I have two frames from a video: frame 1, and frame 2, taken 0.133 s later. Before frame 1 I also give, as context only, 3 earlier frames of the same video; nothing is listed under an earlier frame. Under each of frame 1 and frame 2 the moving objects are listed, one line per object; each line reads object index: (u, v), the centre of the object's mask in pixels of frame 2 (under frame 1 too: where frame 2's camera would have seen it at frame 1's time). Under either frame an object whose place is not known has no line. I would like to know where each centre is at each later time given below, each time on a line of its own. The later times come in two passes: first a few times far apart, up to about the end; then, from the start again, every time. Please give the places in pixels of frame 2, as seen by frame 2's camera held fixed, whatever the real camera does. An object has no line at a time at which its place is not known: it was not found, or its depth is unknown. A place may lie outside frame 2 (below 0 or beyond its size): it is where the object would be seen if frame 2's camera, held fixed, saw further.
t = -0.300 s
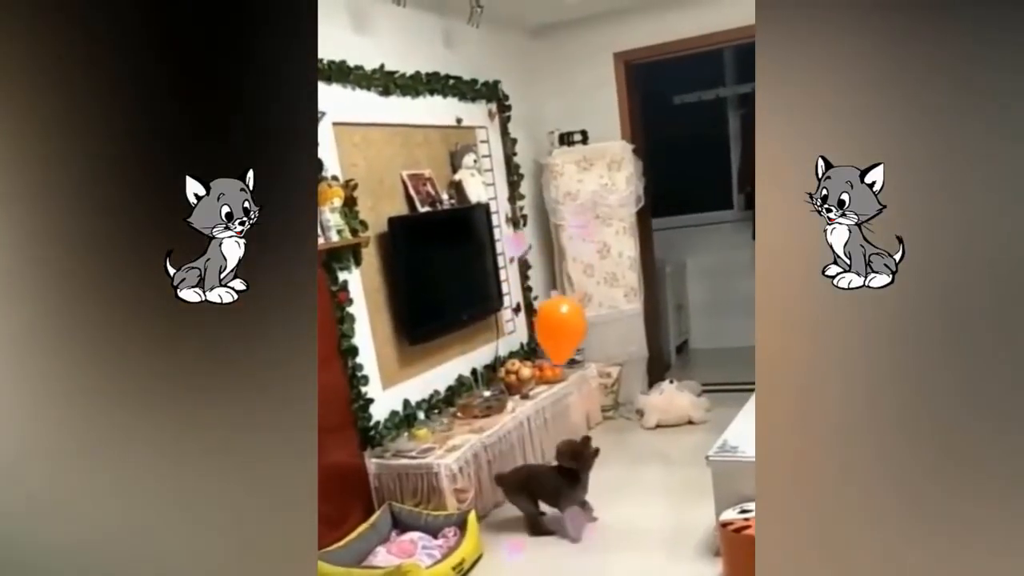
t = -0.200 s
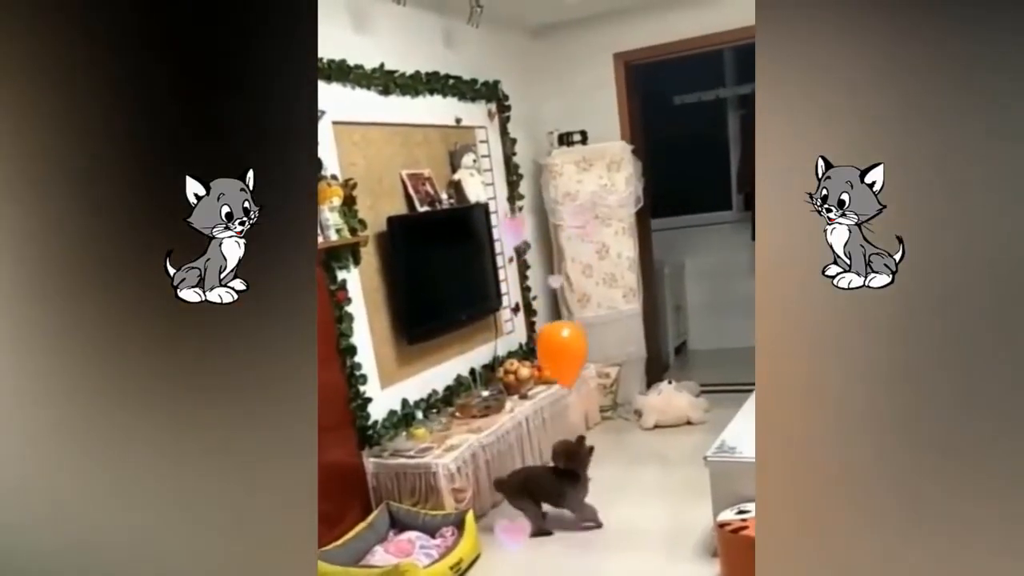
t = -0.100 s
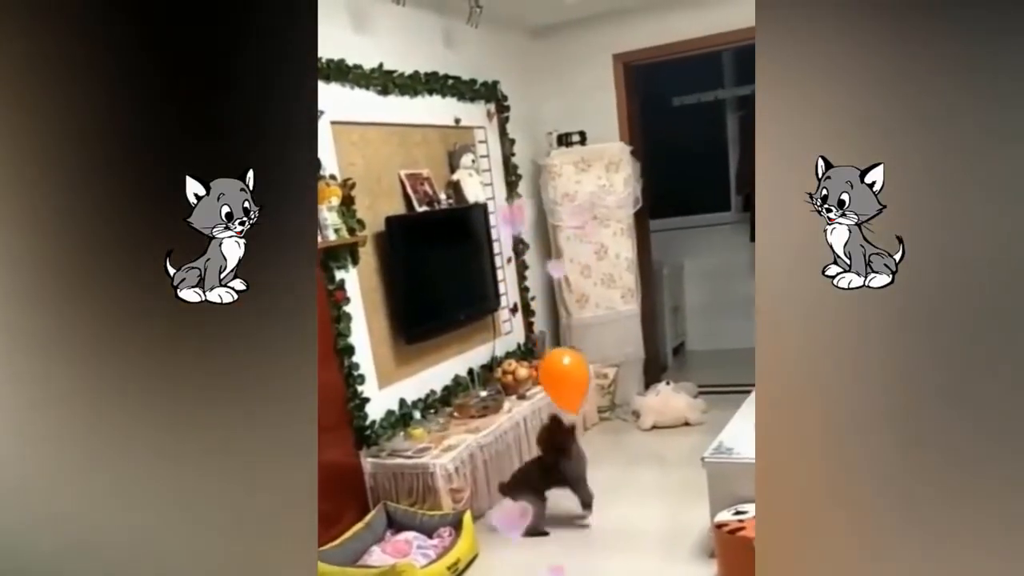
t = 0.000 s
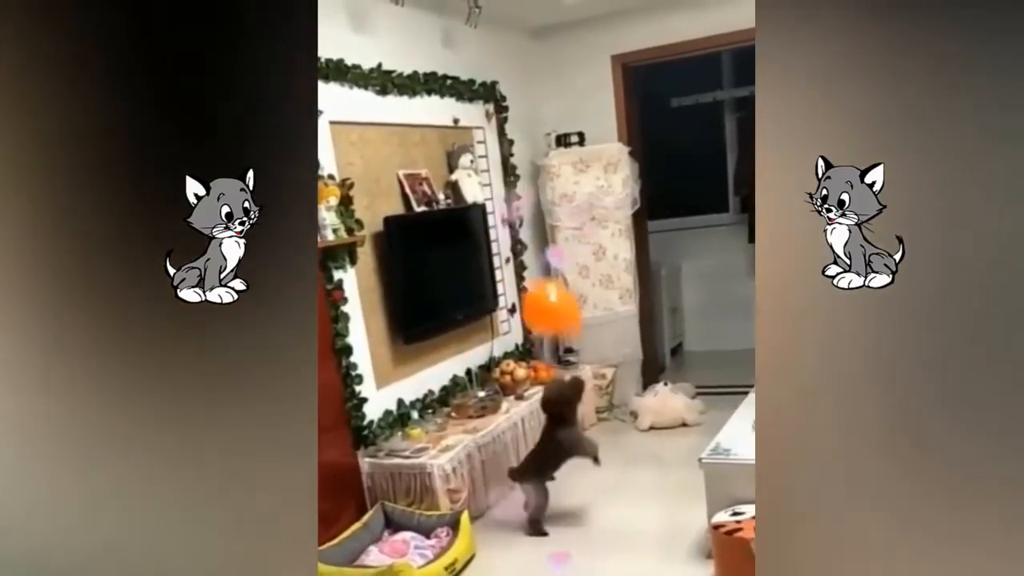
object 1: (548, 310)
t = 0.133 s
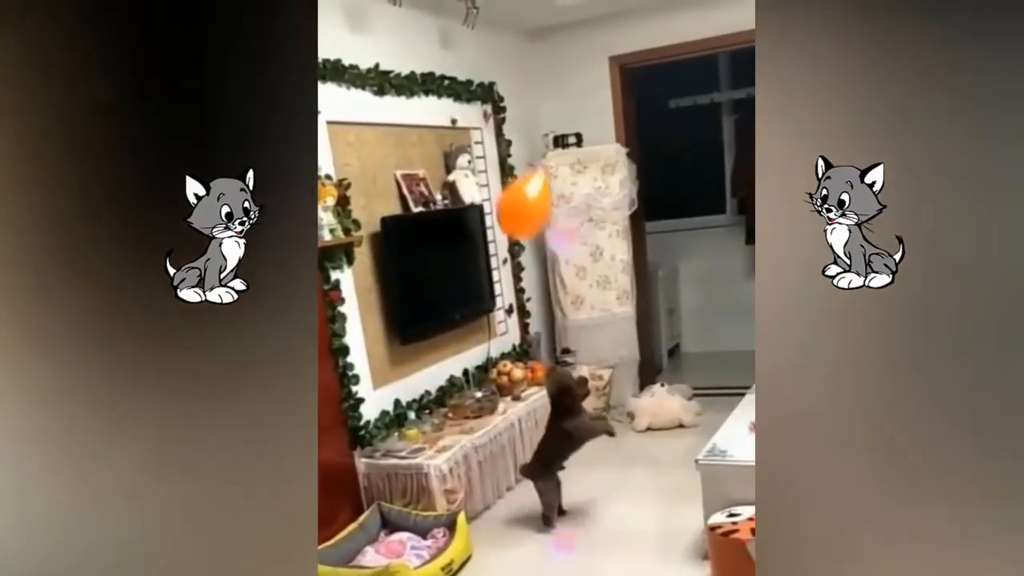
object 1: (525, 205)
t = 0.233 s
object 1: (512, 150)
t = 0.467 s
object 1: (478, 92)
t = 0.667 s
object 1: (459, 85)
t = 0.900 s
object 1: (449, 98)
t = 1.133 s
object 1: (446, 134)
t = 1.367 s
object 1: (446, 183)
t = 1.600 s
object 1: (446, 240)
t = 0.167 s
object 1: (520, 184)
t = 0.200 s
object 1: (516, 166)
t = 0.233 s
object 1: (512, 150)
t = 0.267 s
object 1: (507, 137)
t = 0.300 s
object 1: (502, 125)
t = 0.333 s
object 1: (496, 115)
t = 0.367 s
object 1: (491, 107)
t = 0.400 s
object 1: (487, 101)
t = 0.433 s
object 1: (483, 96)
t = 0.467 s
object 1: (478, 92)
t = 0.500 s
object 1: (474, 90)
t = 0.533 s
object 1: (471, 88)
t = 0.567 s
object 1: (467, 86)
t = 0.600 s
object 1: (464, 86)
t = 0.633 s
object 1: (462, 85)
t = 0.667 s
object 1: (459, 85)
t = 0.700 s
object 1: (457, 85)
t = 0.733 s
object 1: (454, 86)
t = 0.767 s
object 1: (453, 88)
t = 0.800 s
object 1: (451, 89)
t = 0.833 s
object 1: (450, 92)
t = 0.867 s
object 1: (449, 95)
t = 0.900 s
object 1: (449, 98)
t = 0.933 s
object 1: (448, 102)
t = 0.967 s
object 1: (447, 107)
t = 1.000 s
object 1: (447, 111)
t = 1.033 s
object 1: (446, 116)
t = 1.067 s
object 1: (446, 122)
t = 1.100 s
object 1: (446, 127)
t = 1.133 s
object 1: (446, 134)
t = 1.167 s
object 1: (446, 140)
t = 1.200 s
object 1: (447, 147)
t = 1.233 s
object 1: (447, 154)
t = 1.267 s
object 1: (447, 160)
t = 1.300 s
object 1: (446, 167)
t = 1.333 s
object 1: (446, 176)
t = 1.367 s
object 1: (446, 183)
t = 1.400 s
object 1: (447, 191)
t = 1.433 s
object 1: (447, 199)
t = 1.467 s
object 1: (447, 207)
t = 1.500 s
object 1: (447, 216)
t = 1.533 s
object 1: (447, 224)
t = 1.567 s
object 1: (447, 232)
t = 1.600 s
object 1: (446, 240)
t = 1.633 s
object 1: (446, 248)
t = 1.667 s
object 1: (446, 256)
